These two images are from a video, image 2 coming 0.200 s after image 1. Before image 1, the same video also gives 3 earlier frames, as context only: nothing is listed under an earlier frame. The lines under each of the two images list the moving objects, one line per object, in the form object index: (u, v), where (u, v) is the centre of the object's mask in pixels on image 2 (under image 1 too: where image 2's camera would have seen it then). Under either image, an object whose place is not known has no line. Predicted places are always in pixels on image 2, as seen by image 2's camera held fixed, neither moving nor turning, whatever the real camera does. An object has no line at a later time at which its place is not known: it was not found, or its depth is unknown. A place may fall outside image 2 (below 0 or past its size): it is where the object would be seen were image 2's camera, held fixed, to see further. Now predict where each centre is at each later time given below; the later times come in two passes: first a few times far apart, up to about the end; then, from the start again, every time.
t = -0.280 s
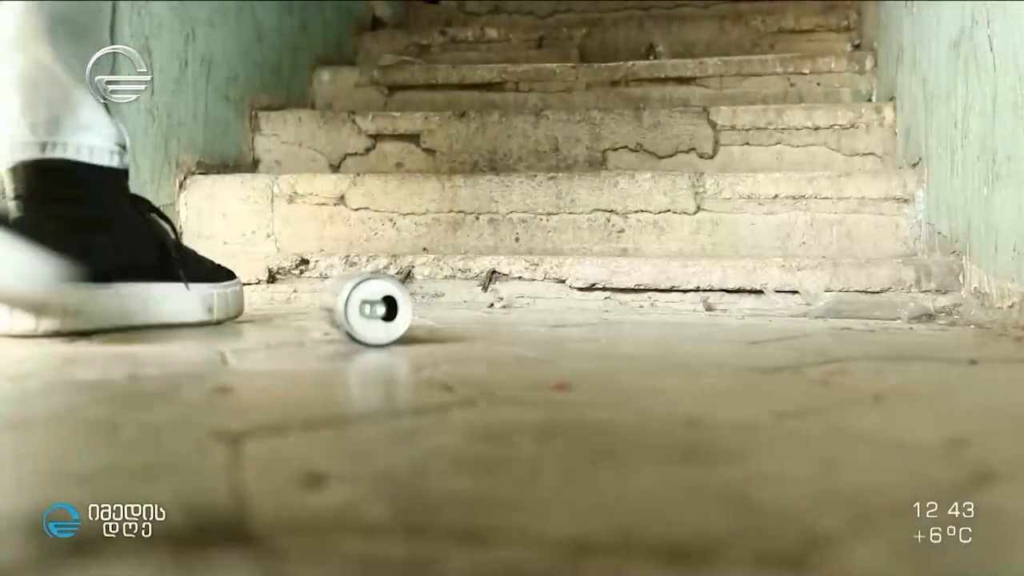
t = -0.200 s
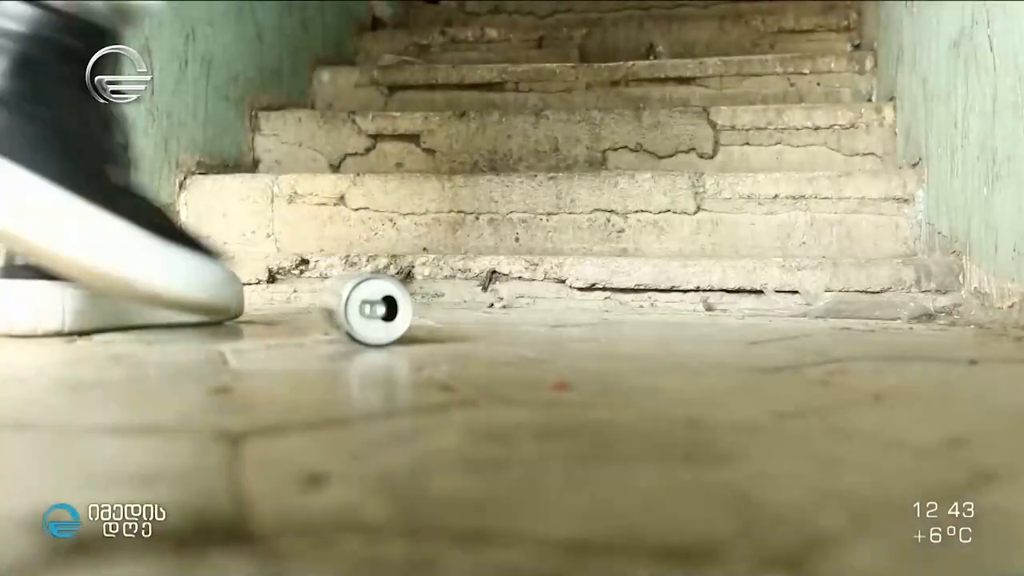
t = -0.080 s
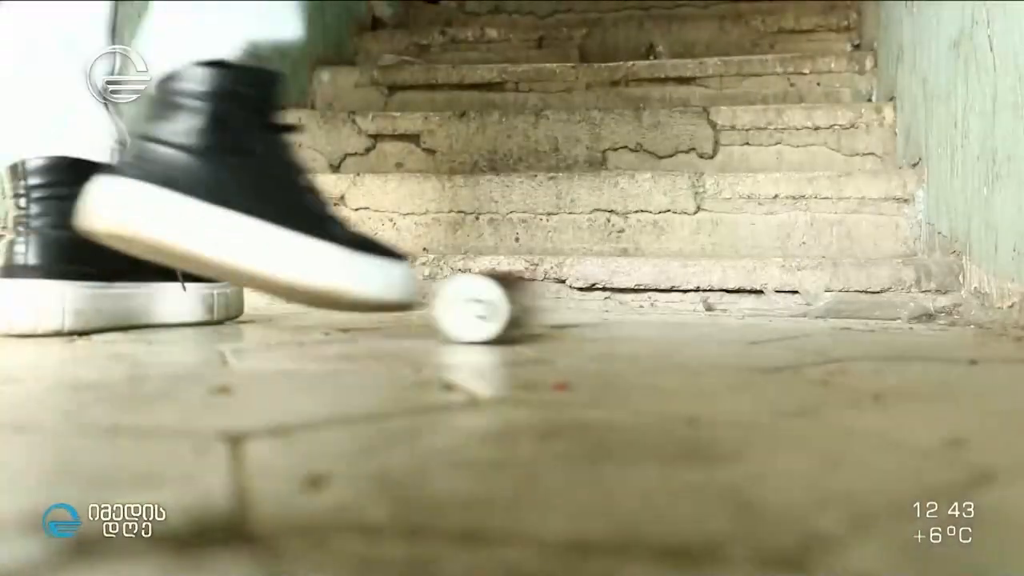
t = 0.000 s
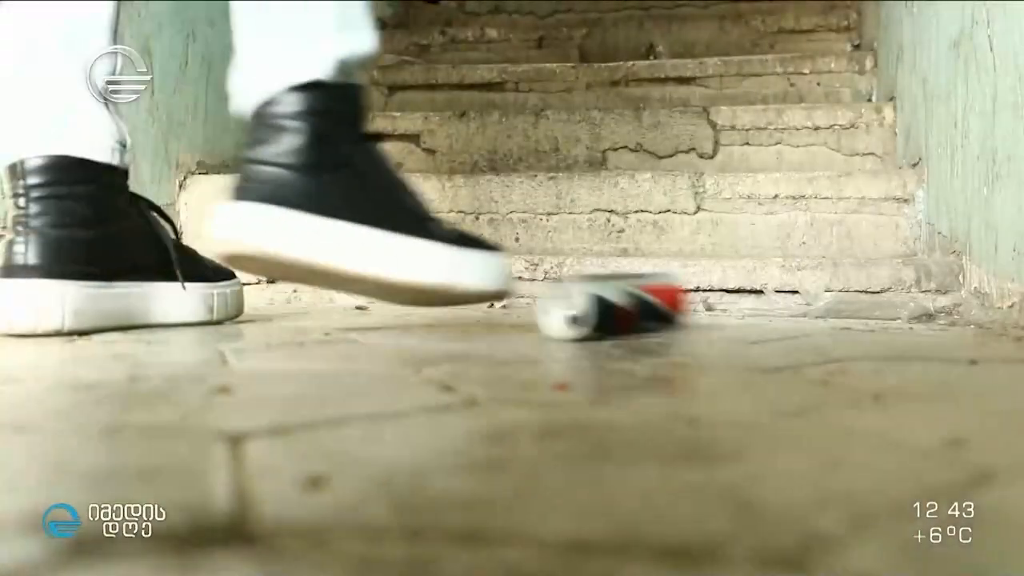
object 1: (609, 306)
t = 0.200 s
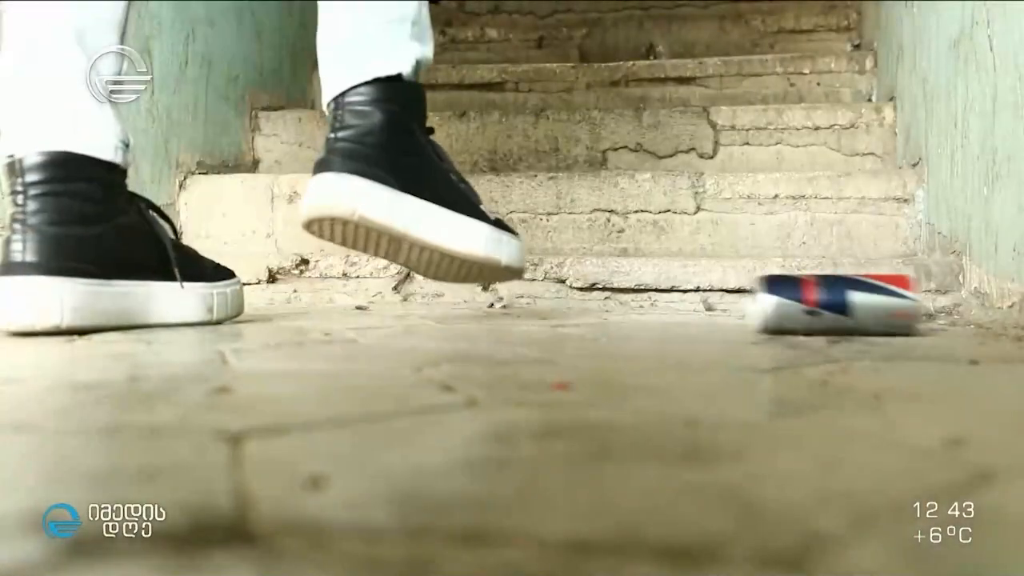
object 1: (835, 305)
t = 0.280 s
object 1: (892, 305)
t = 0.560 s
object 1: (940, 303)
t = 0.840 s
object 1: (939, 303)
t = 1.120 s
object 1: (939, 303)
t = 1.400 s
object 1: (939, 303)
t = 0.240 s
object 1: (866, 305)
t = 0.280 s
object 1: (892, 305)
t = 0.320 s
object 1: (910, 304)
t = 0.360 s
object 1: (928, 304)
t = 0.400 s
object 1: (936, 304)
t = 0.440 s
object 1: (938, 303)
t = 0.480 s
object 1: (938, 303)
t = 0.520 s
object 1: (940, 303)
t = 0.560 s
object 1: (940, 303)
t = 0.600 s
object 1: (940, 303)
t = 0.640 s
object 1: (939, 303)
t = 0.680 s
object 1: (939, 303)
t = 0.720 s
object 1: (938, 303)
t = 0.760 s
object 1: (939, 303)
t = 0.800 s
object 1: (939, 303)
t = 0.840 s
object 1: (939, 303)
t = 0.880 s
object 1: (939, 303)
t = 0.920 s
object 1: (939, 303)
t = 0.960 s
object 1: (939, 304)
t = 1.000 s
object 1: (939, 304)
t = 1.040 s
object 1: (939, 304)
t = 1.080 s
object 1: (939, 304)
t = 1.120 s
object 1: (939, 303)
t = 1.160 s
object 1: (939, 303)
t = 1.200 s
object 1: (939, 303)
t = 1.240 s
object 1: (939, 303)
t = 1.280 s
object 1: (939, 303)
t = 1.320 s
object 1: (939, 303)
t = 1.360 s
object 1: (939, 303)
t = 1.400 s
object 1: (939, 303)
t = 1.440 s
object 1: (939, 303)
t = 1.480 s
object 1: (939, 303)
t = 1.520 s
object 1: (939, 303)
